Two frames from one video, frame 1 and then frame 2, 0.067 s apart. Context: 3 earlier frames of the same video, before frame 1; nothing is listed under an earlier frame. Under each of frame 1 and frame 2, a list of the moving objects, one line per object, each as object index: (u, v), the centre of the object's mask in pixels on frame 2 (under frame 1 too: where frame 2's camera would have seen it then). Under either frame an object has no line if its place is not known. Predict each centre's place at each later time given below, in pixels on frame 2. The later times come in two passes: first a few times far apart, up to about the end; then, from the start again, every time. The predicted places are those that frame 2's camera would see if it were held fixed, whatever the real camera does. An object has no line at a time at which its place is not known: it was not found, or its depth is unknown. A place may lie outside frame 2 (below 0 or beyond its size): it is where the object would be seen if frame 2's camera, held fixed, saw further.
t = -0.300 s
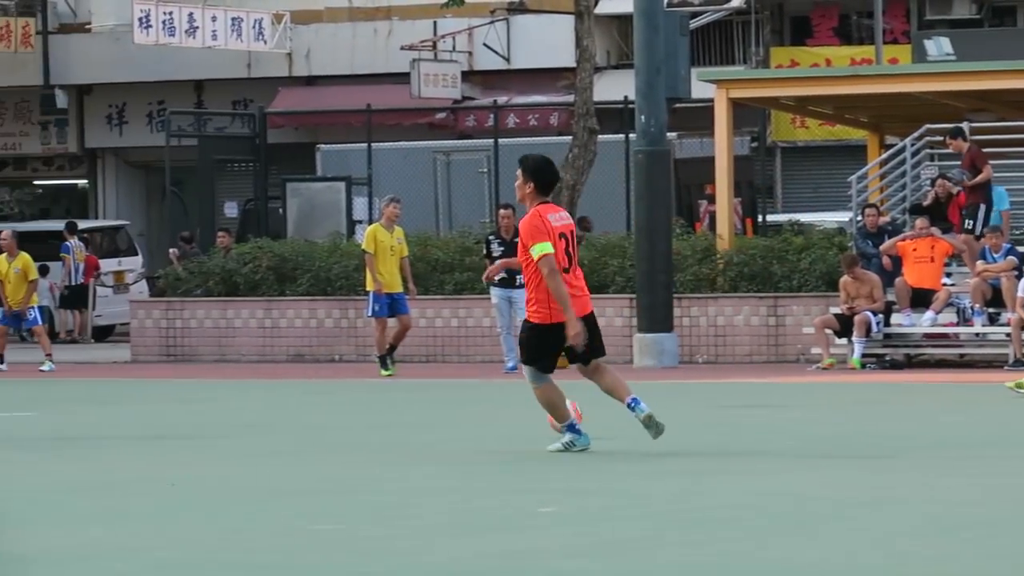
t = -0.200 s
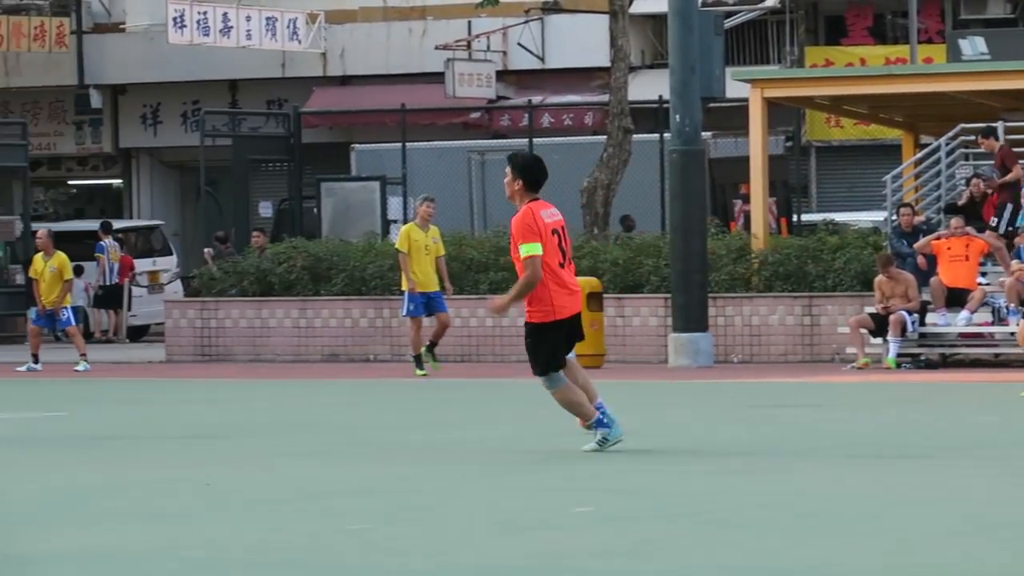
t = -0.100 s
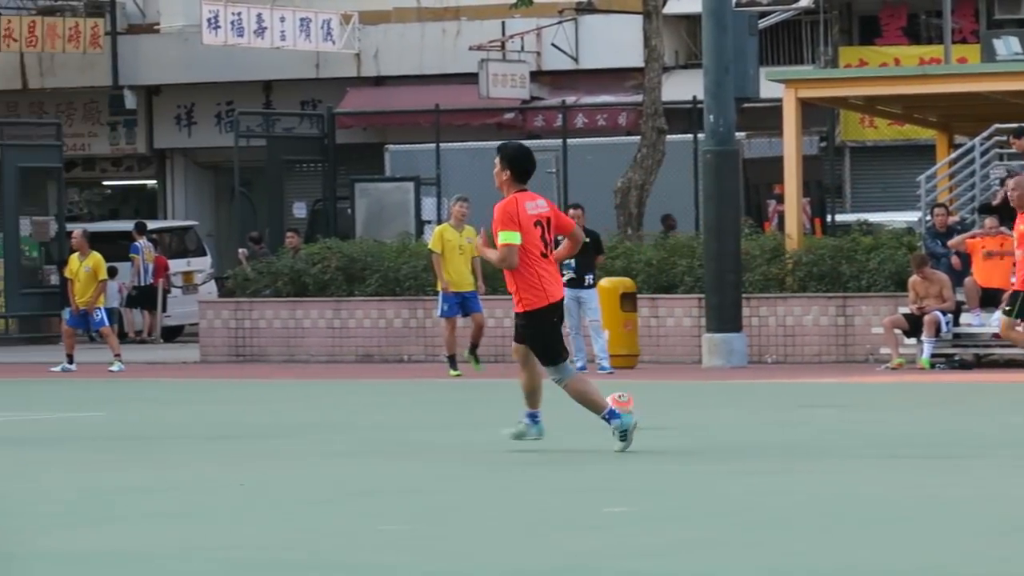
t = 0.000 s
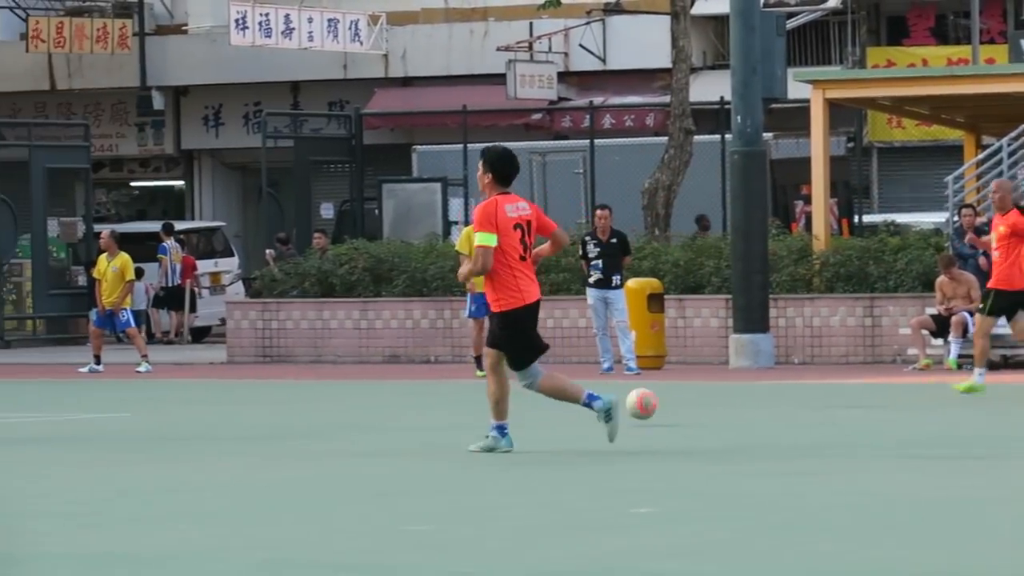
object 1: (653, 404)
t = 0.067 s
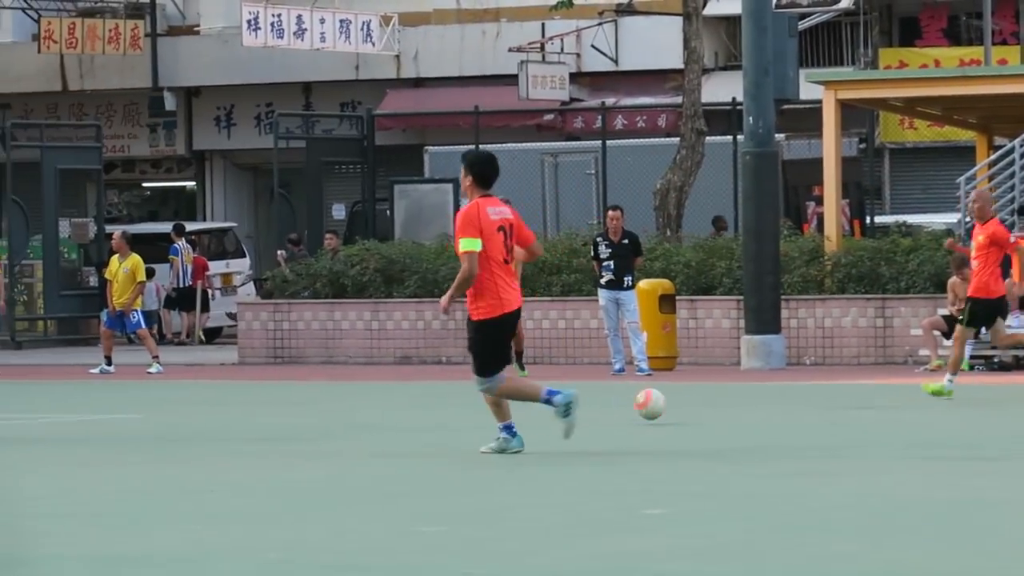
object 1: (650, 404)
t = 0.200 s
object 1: (642, 398)
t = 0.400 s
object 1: (632, 396)
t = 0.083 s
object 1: (649, 404)
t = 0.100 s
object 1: (647, 405)
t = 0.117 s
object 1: (646, 407)
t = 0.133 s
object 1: (645, 405)
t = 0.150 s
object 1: (645, 403)
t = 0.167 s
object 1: (644, 401)
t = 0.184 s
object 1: (643, 400)
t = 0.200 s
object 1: (642, 398)
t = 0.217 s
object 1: (640, 398)
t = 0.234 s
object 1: (640, 399)
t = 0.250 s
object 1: (639, 399)
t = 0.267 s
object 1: (639, 399)
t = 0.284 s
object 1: (638, 400)
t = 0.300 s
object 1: (637, 402)
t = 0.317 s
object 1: (636, 404)
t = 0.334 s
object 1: (635, 403)
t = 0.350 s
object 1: (635, 401)
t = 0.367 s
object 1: (634, 399)
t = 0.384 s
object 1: (633, 397)
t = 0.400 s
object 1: (632, 396)
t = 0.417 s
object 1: (632, 396)
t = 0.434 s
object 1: (631, 396)
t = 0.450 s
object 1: (631, 396)
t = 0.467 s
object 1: (630, 397)
